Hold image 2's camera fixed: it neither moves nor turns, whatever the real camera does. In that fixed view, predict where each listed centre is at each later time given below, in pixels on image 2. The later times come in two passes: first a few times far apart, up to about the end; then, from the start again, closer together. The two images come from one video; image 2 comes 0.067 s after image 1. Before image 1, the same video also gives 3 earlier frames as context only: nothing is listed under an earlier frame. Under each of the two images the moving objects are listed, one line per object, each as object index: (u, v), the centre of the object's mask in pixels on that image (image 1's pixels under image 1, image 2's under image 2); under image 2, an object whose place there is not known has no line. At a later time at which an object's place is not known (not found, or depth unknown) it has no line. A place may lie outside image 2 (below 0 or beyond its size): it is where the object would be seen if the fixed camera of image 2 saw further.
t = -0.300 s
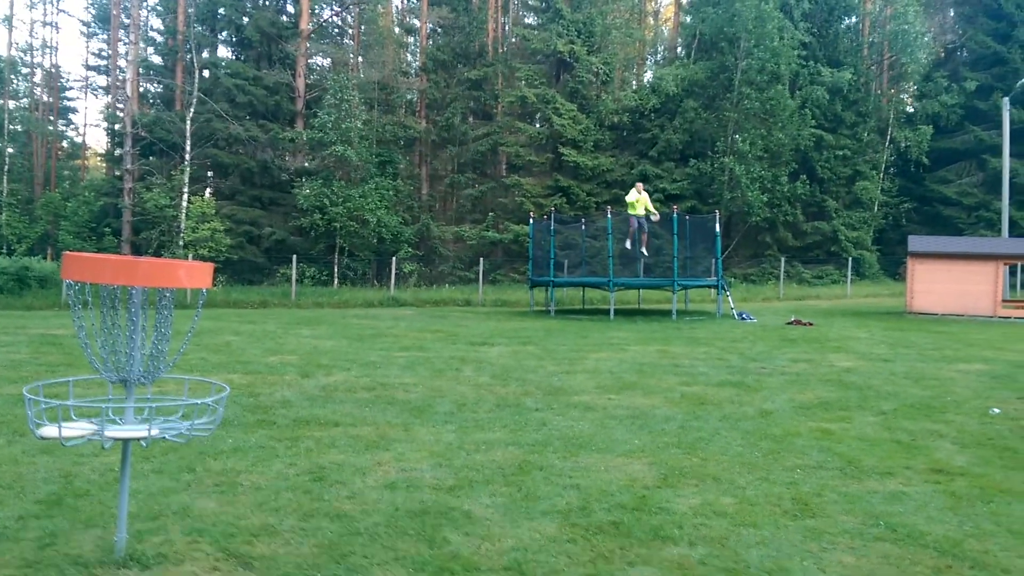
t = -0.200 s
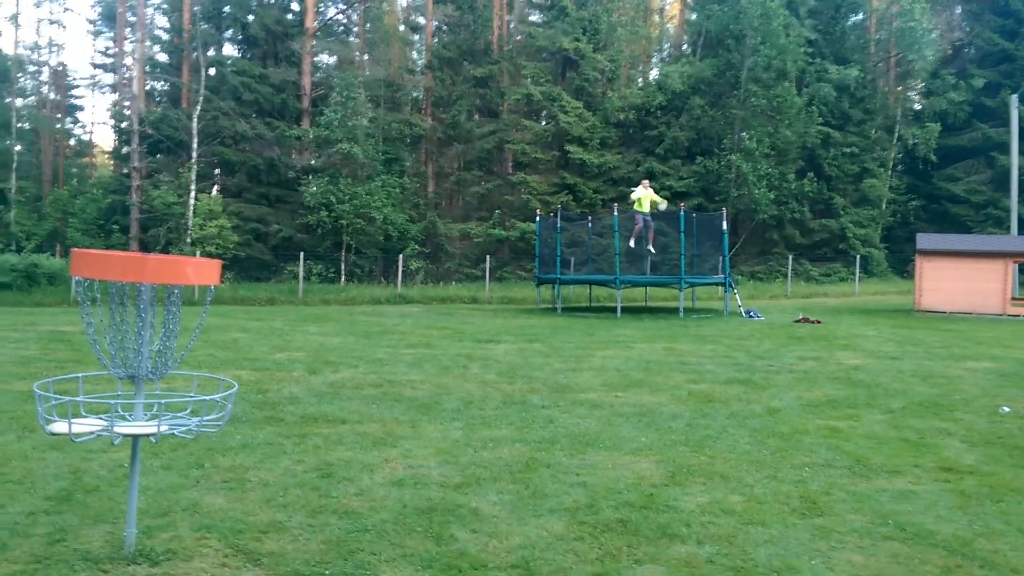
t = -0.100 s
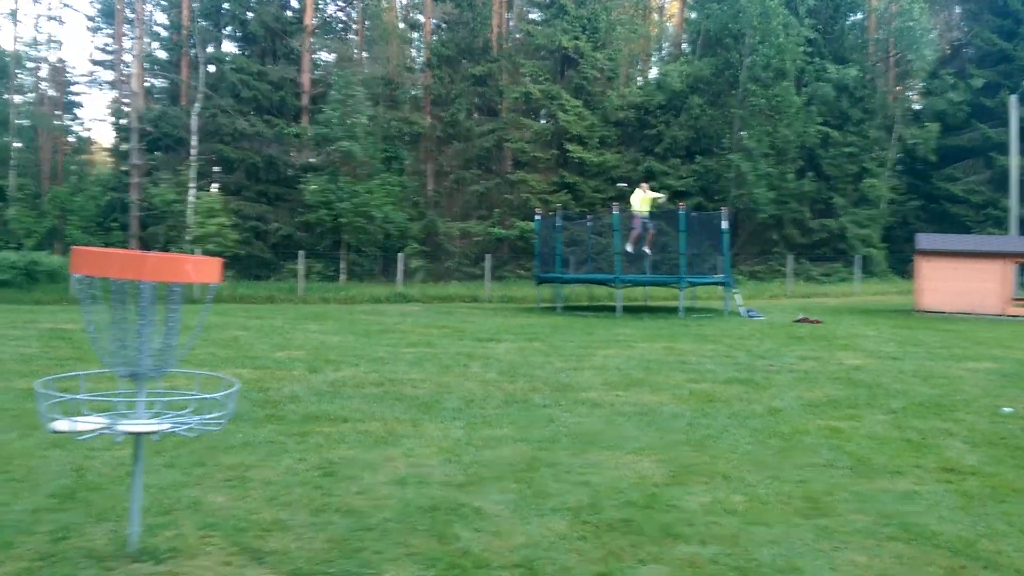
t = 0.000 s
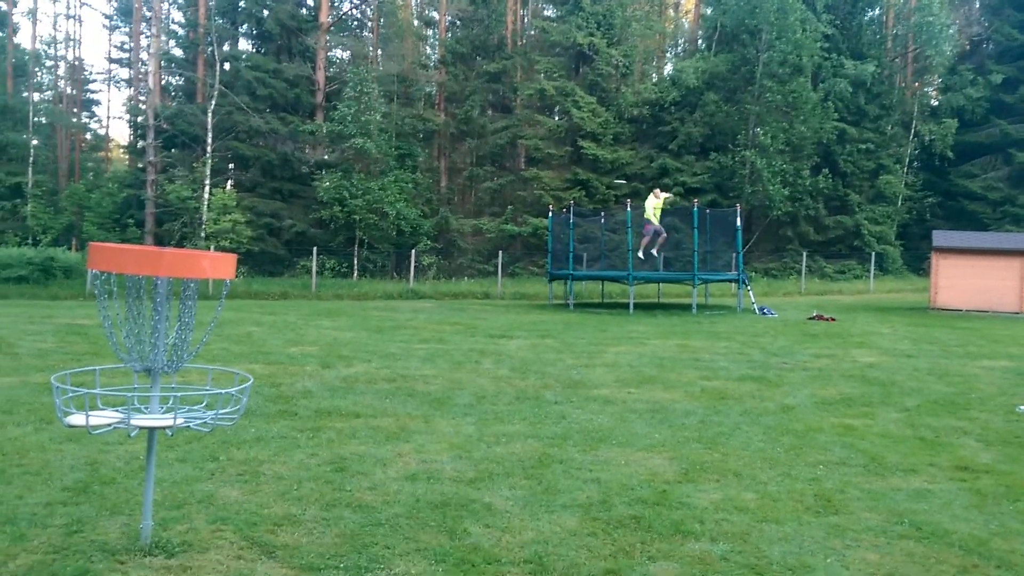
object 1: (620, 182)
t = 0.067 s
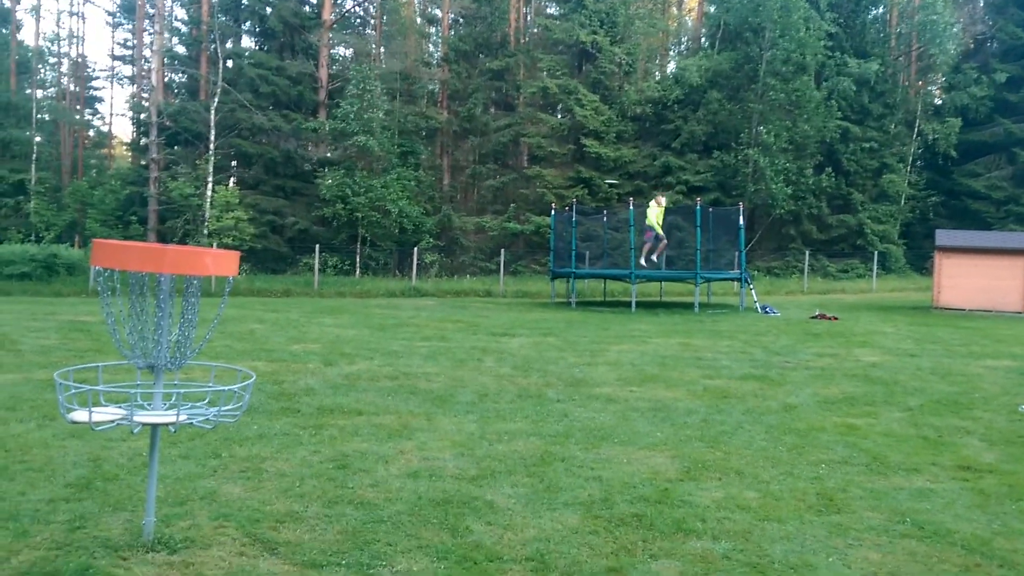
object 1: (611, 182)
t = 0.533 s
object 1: (482, 228)
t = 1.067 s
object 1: (-5, 460)
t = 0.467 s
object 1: (508, 217)
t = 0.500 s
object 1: (495, 222)
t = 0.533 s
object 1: (482, 228)
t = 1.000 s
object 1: (108, 398)
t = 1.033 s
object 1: (38, 434)
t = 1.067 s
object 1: (-5, 460)
